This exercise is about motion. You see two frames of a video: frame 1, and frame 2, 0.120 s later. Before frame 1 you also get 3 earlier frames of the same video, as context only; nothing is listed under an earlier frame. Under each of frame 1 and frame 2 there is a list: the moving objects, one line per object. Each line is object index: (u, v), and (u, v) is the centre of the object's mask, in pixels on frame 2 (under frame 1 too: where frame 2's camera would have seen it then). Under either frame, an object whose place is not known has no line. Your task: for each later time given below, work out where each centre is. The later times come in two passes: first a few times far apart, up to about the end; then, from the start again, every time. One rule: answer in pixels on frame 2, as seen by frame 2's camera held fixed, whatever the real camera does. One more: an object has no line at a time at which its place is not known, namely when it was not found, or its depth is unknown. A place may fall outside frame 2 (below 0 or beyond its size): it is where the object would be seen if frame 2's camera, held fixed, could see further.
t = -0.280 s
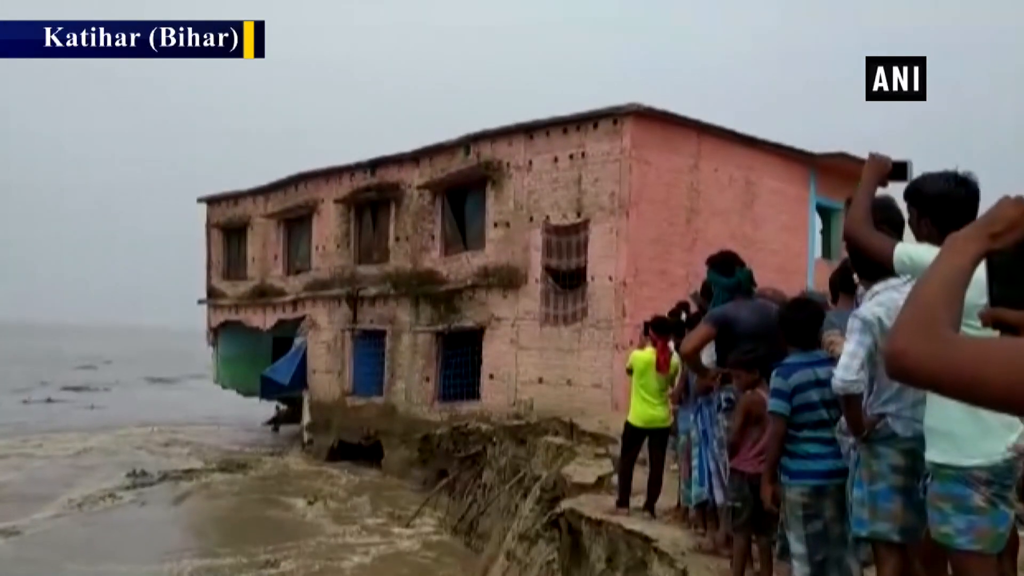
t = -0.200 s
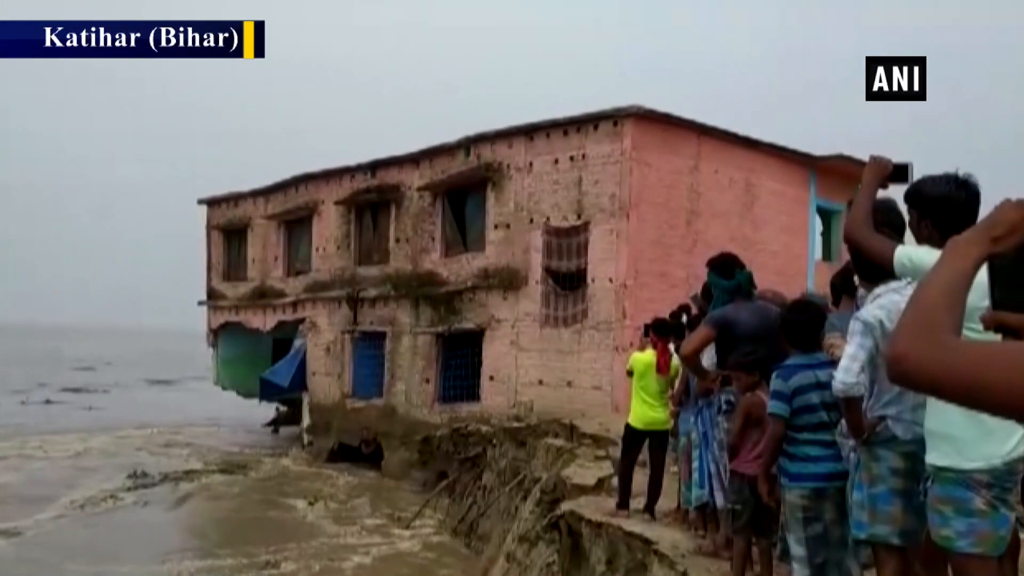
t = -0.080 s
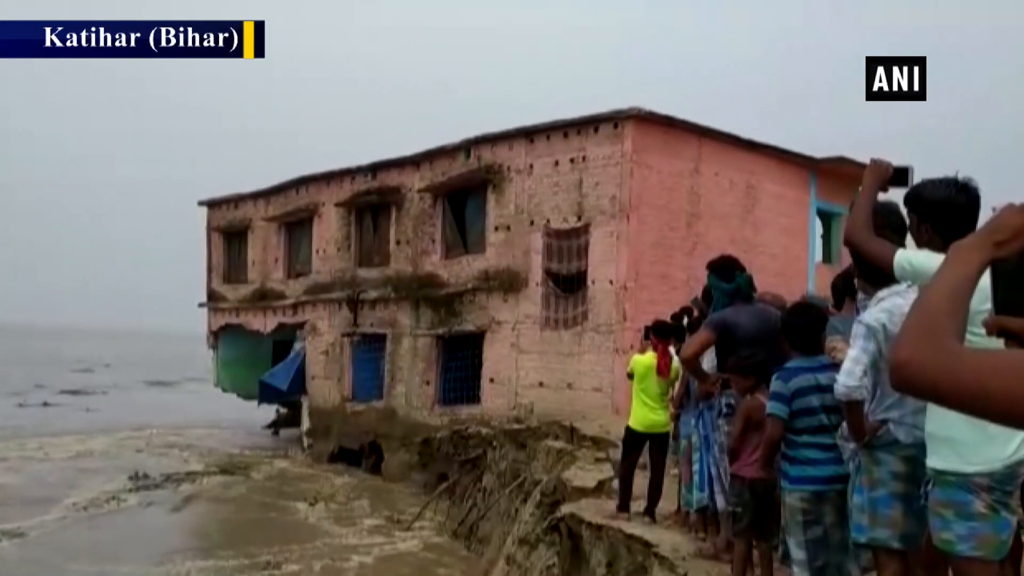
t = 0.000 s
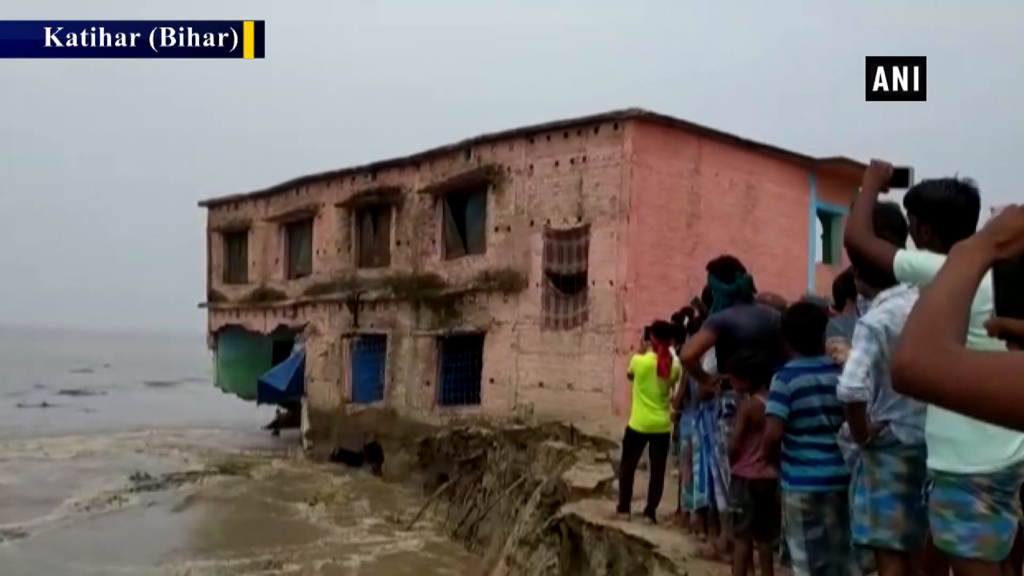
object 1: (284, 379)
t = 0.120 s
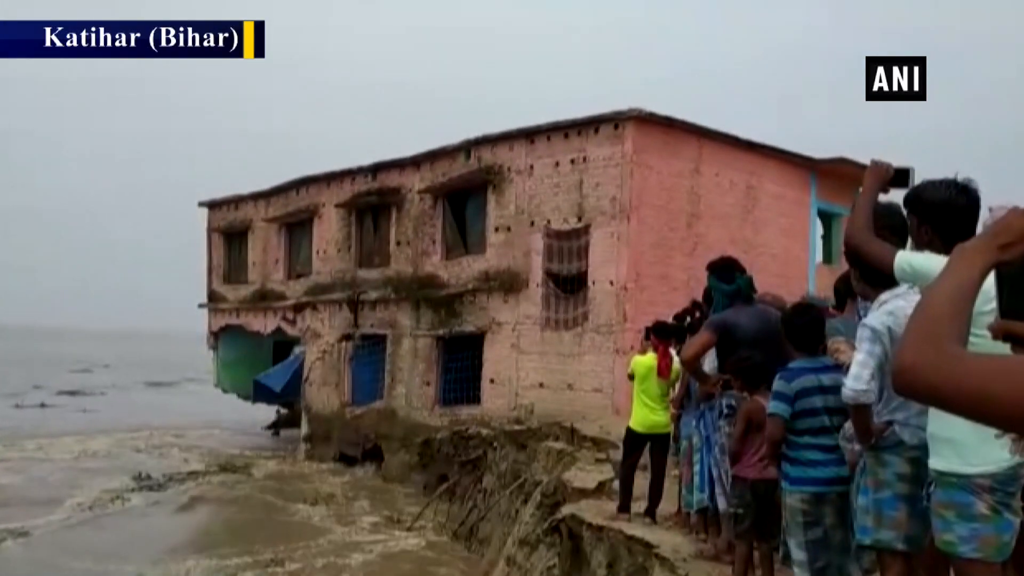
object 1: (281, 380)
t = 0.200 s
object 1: (280, 381)
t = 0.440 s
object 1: (278, 390)
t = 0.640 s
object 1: (277, 402)
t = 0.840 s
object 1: (266, 421)
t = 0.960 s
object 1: (261, 427)
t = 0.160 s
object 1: (280, 380)
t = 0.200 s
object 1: (280, 381)
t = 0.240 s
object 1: (279, 383)
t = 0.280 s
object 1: (279, 384)
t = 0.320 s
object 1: (279, 385)
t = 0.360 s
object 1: (278, 388)
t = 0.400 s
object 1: (278, 389)
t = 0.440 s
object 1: (278, 390)
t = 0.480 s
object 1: (279, 392)
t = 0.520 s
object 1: (278, 393)
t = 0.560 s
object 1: (278, 396)
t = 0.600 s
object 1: (278, 398)
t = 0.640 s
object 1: (277, 402)
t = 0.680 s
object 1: (275, 409)
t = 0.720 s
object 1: (273, 412)
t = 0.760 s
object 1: (271, 415)
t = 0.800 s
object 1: (269, 417)
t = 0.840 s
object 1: (266, 421)
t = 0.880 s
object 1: (264, 425)
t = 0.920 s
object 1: (264, 424)
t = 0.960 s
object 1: (261, 427)
